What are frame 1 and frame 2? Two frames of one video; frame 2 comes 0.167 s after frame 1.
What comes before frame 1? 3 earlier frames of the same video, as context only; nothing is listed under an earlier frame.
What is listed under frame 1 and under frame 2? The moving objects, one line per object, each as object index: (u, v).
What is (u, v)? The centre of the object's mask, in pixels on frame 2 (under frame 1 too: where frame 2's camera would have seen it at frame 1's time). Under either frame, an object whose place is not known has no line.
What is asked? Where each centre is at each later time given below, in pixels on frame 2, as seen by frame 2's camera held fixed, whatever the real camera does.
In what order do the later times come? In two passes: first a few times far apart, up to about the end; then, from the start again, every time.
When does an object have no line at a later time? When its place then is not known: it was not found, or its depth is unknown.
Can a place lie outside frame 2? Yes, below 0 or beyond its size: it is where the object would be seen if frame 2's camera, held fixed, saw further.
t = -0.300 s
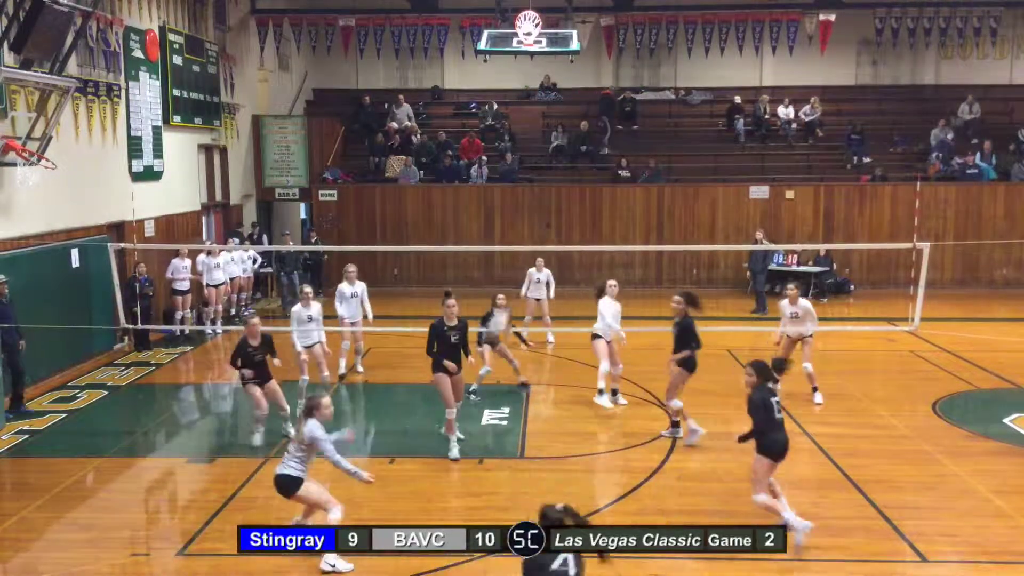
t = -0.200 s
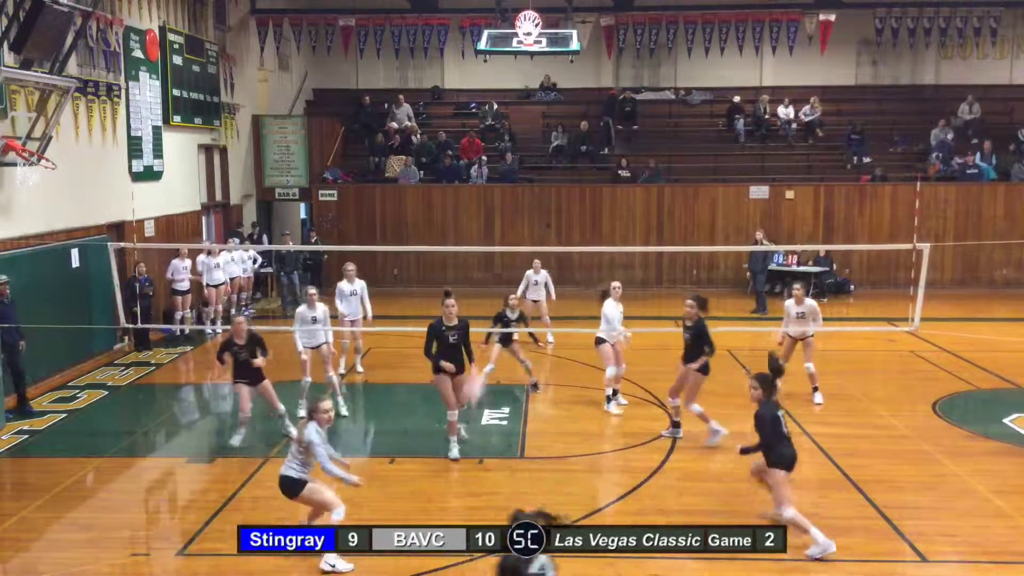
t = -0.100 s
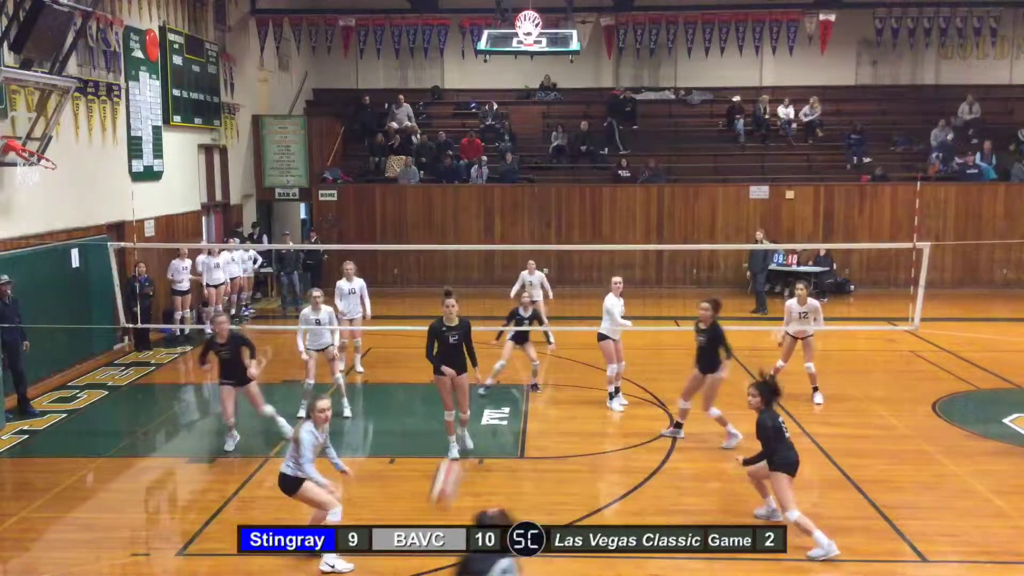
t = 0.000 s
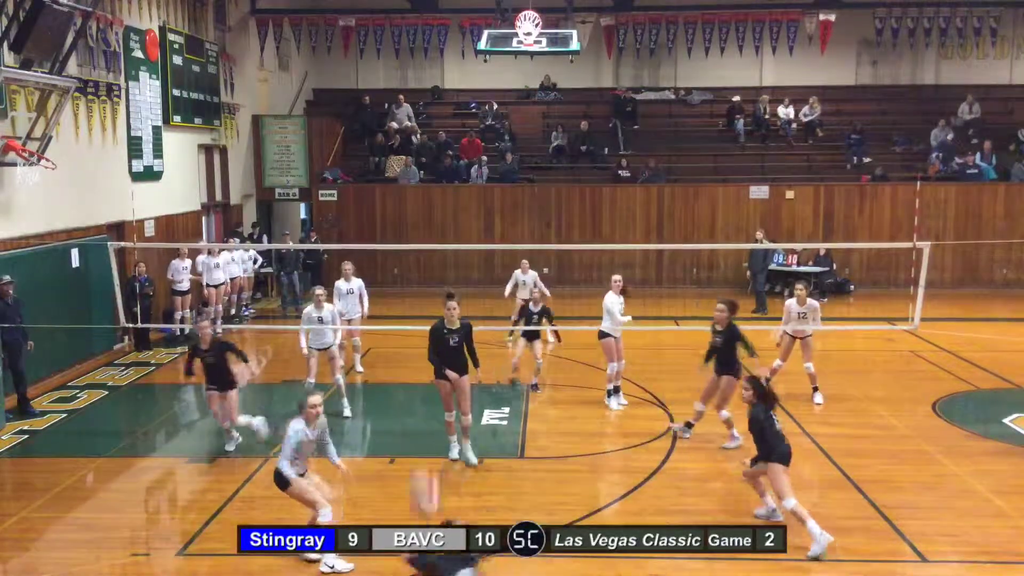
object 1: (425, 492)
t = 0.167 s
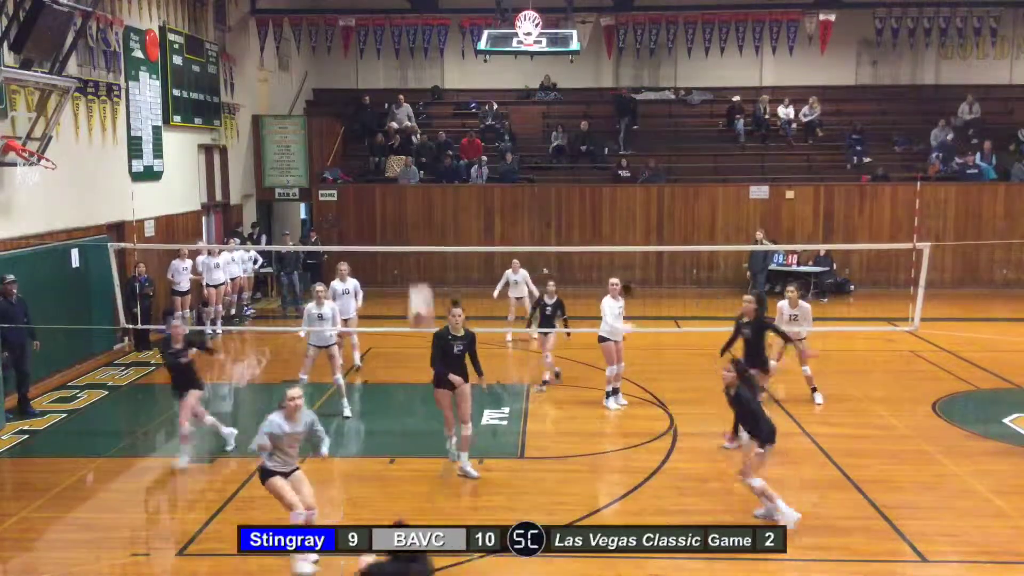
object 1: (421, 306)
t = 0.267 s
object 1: (415, 215)
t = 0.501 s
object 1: (411, 71)
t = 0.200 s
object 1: (419, 272)
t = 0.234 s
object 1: (416, 244)
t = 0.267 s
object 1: (415, 215)
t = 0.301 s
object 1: (415, 190)
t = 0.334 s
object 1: (415, 164)
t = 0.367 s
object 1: (415, 145)
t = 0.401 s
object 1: (413, 125)
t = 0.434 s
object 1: (412, 105)
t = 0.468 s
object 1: (412, 85)
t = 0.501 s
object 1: (411, 71)
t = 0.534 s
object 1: (411, 54)
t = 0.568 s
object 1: (410, 44)
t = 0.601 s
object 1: (411, 33)
